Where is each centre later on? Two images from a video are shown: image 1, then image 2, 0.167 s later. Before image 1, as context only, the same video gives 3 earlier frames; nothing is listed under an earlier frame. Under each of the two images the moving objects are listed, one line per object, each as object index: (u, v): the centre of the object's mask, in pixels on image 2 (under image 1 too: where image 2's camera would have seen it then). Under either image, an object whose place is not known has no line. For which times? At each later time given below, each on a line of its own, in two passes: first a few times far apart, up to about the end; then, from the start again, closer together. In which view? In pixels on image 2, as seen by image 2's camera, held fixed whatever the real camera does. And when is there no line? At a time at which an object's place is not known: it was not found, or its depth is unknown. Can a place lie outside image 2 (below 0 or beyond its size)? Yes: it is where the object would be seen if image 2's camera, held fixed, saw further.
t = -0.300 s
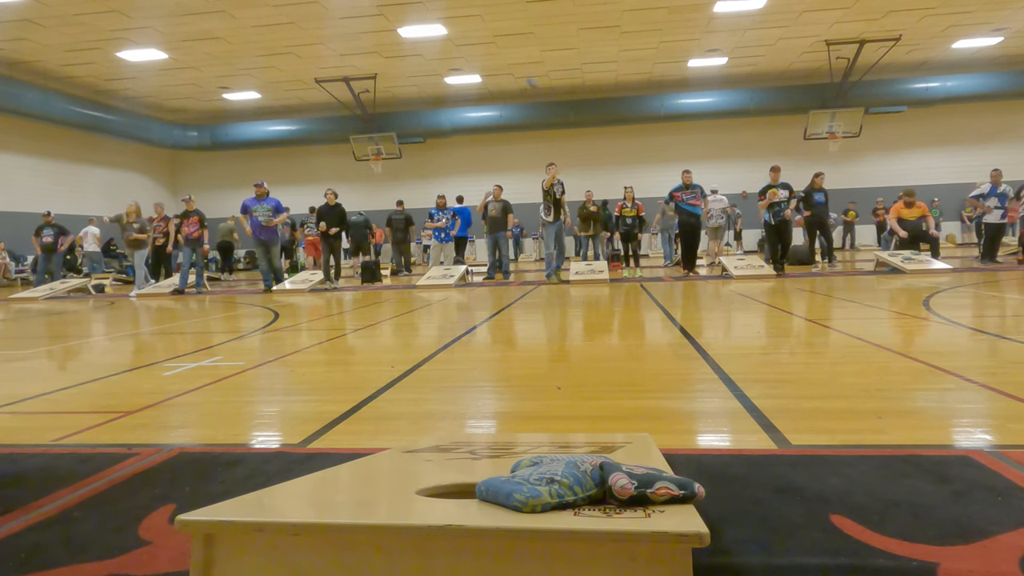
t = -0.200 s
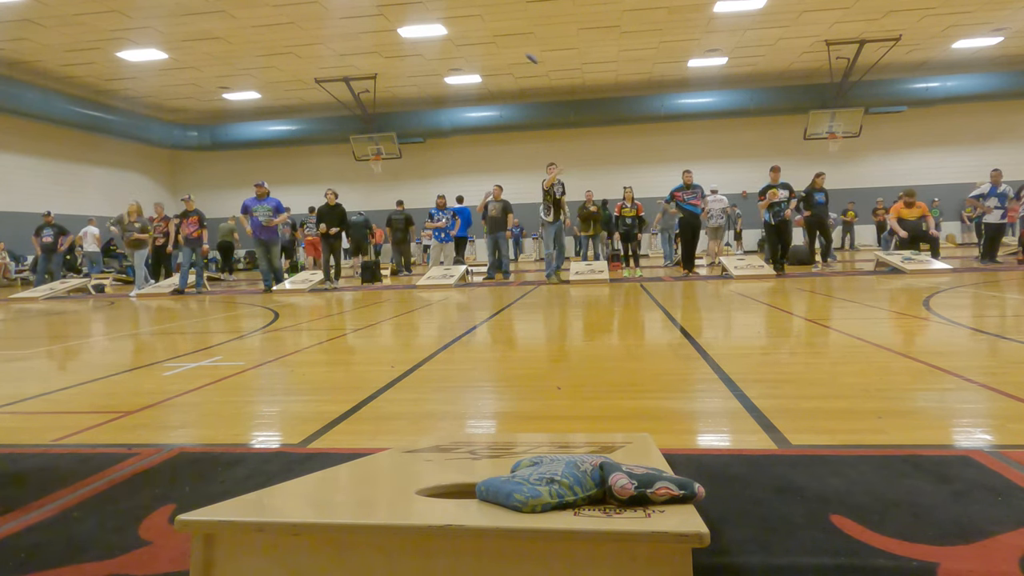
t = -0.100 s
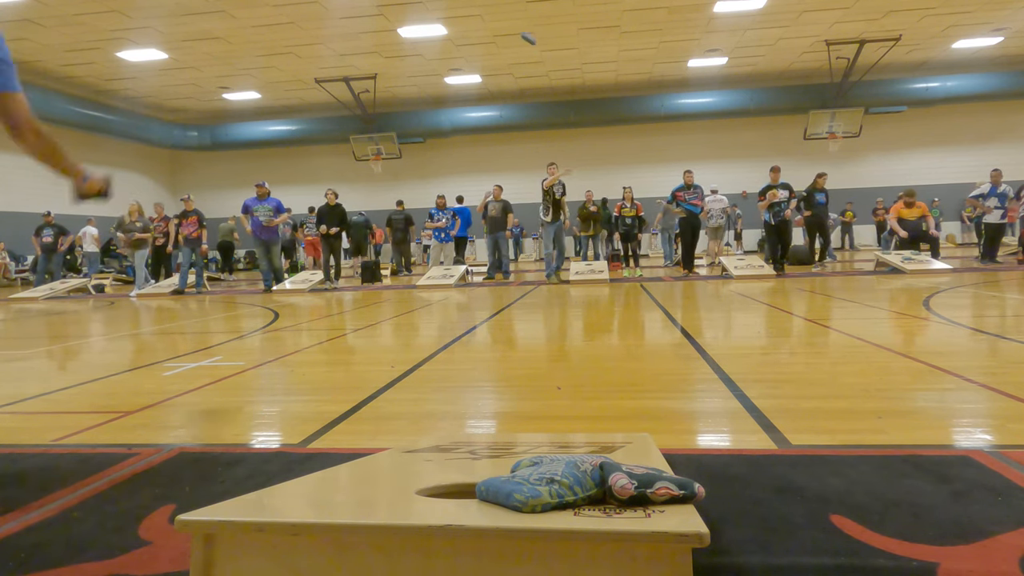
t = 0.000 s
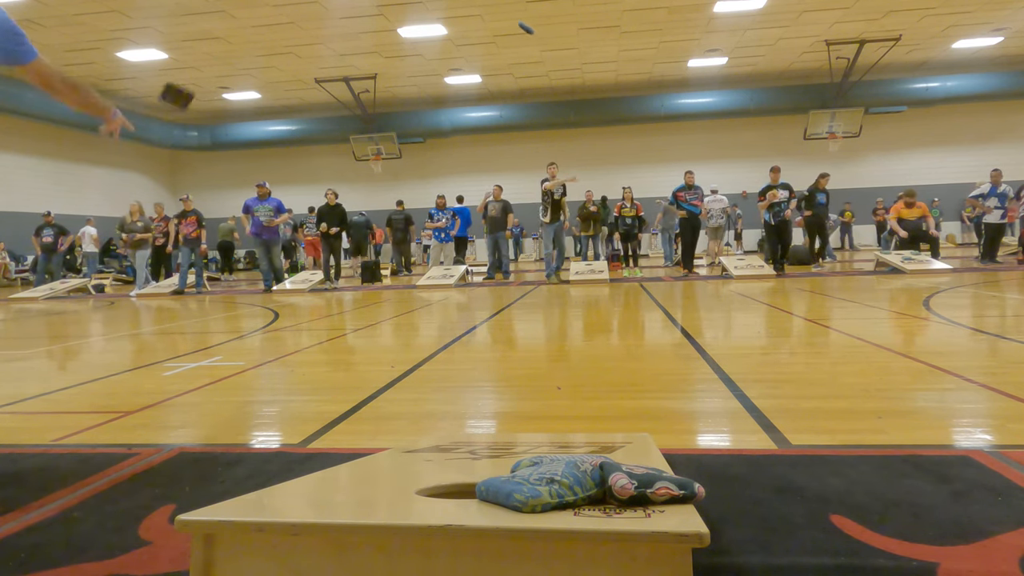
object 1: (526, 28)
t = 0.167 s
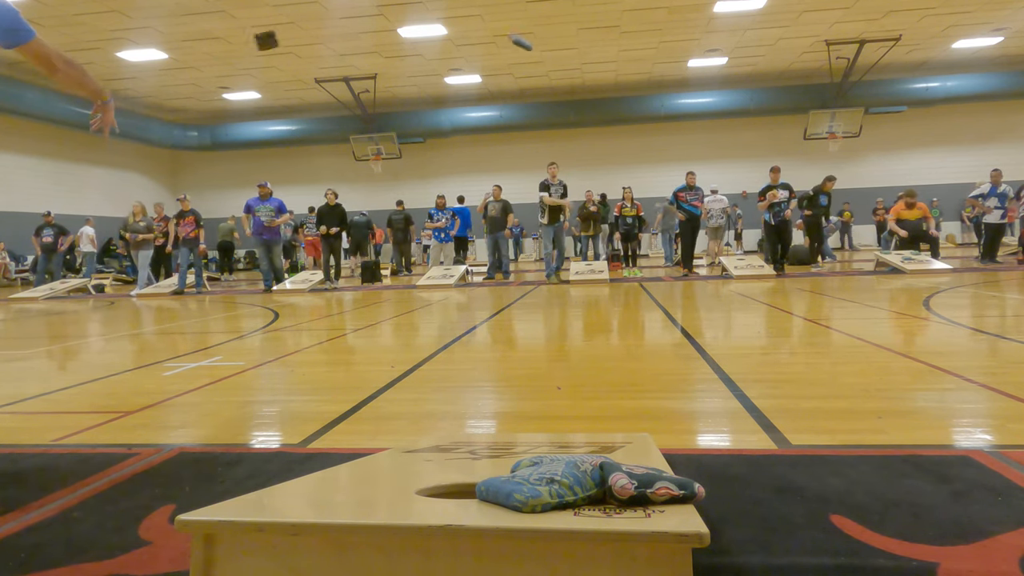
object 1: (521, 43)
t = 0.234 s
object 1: (516, 66)
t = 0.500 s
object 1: (501, 429)
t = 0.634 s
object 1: (471, 436)
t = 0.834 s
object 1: (415, 467)
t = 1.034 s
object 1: (395, 479)
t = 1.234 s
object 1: (395, 479)
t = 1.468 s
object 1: (395, 479)
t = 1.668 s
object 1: (395, 479)
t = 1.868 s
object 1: (395, 479)
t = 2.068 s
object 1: (395, 479)
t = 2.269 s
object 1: (395, 479)
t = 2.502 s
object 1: (395, 479)
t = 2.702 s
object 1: (395, 479)
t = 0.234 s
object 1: (516, 66)
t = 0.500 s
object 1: (501, 429)
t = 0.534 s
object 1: (493, 430)
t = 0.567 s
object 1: (486, 430)
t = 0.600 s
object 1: (478, 432)
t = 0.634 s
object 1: (471, 436)
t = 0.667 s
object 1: (461, 444)
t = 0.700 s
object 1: (451, 451)
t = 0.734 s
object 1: (441, 455)
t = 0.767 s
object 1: (433, 459)
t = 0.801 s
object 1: (424, 463)
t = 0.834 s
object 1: (415, 467)
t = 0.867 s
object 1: (408, 470)
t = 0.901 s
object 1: (402, 473)
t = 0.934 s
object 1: (398, 476)
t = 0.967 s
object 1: (395, 478)
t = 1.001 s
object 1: (394, 479)
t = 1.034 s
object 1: (395, 479)
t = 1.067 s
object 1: (395, 479)
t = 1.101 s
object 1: (395, 479)
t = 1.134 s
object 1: (395, 479)
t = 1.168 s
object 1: (395, 479)
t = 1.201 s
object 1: (395, 479)
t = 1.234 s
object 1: (395, 479)
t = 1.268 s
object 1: (395, 479)
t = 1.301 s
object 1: (395, 479)
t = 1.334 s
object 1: (395, 479)
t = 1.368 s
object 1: (395, 479)
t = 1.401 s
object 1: (395, 479)
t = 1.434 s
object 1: (395, 479)
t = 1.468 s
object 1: (395, 479)
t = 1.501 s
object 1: (395, 479)
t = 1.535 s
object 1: (395, 479)
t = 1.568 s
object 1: (395, 479)
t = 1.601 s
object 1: (395, 479)
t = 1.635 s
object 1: (395, 479)
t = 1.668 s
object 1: (395, 479)
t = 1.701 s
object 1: (395, 479)
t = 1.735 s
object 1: (395, 479)
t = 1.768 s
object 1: (395, 479)
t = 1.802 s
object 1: (395, 479)
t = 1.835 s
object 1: (395, 479)
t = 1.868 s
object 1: (395, 479)
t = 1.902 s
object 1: (395, 479)
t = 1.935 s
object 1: (395, 479)
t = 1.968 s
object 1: (395, 479)
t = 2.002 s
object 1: (395, 479)
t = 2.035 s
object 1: (395, 479)
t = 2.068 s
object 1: (395, 479)
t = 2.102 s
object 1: (395, 479)
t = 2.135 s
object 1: (395, 479)
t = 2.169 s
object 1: (395, 479)
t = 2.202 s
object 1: (395, 479)
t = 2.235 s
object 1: (395, 479)
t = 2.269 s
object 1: (395, 479)
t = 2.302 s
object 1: (395, 479)
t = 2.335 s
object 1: (395, 479)
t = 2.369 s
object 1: (395, 479)
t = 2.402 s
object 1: (395, 479)
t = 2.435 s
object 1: (395, 479)
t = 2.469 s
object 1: (395, 479)
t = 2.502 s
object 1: (395, 479)
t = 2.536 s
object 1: (395, 479)
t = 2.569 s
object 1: (395, 479)
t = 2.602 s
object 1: (395, 479)
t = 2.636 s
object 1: (395, 479)
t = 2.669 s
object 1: (395, 479)
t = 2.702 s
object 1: (395, 479)
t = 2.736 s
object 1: (395, 479)
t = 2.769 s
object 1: (395, 479)
